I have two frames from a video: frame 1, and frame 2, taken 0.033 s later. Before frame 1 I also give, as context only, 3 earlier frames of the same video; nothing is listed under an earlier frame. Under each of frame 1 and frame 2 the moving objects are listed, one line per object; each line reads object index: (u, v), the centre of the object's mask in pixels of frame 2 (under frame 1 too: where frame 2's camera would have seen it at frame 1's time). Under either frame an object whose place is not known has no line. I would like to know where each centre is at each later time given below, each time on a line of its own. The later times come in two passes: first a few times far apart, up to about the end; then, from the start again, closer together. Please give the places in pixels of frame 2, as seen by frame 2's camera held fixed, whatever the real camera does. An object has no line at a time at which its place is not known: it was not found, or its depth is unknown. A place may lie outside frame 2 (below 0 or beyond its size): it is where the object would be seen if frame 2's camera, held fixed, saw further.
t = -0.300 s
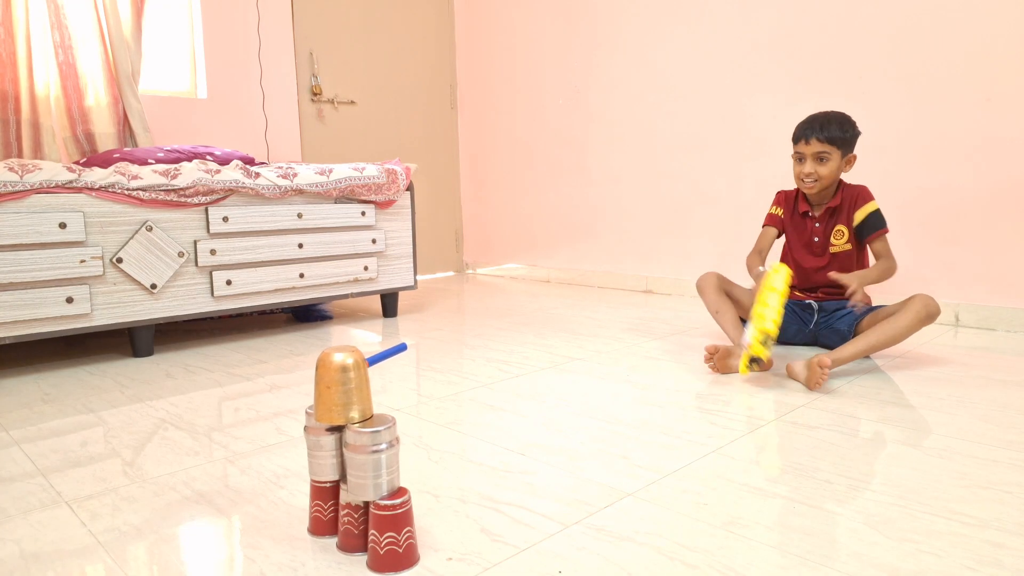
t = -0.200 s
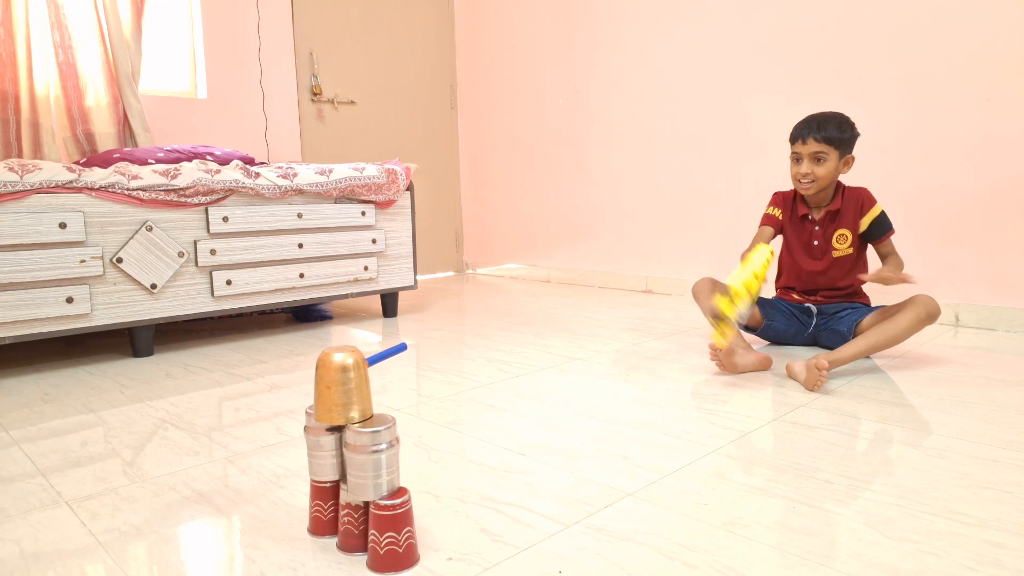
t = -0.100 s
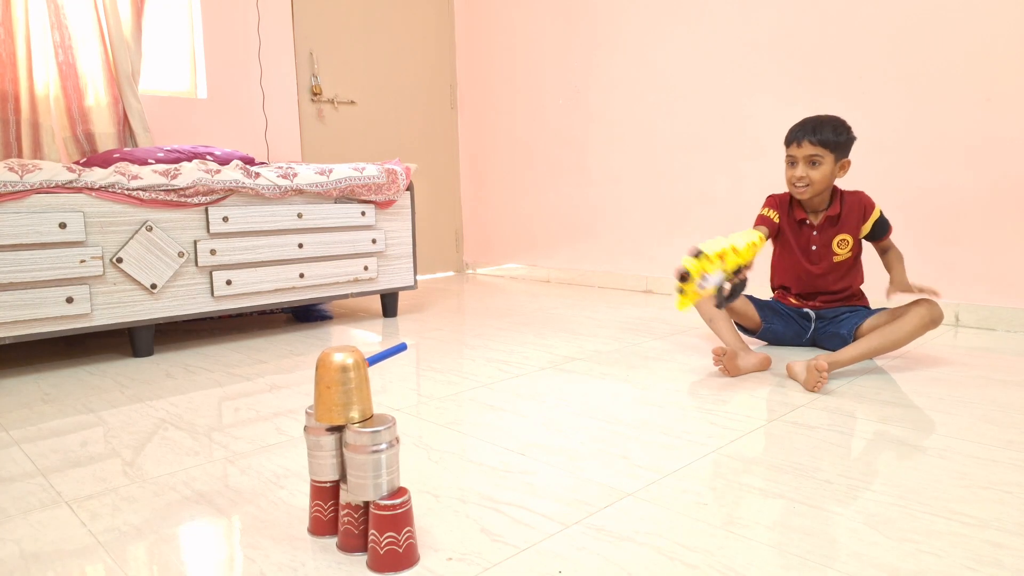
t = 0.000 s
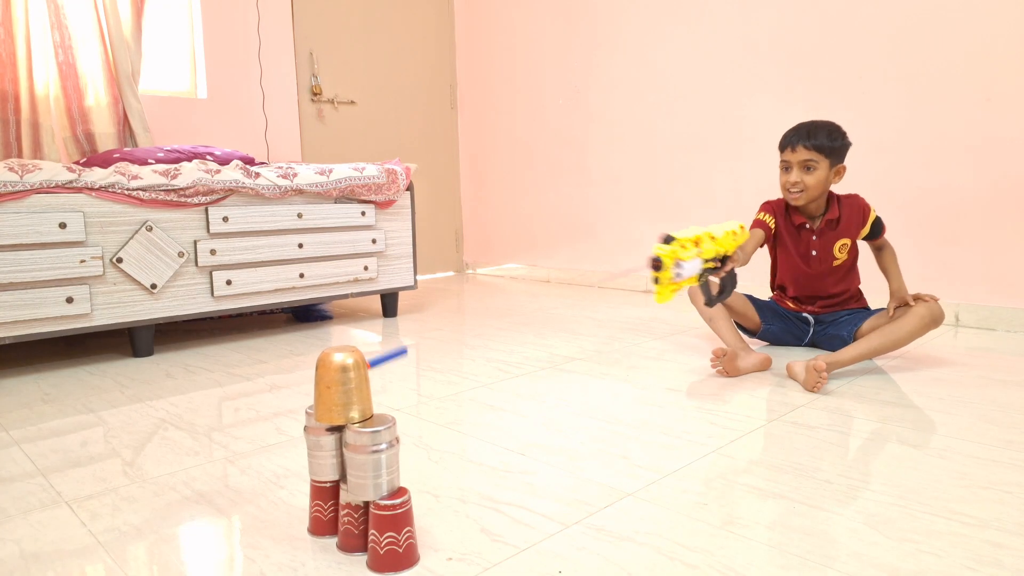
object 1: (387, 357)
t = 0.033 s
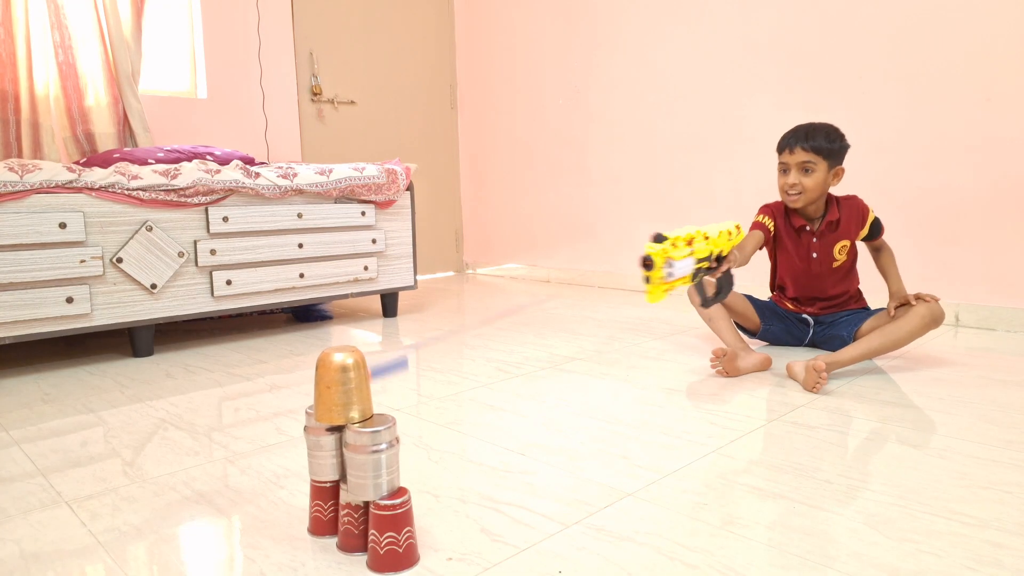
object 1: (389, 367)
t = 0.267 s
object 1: (431, 502)
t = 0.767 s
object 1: (450, 505)
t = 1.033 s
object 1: (444, 510)
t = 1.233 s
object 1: (436, 518)
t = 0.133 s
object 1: (408, 429)
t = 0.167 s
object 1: (409, 458)
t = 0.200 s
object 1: (417, 487)
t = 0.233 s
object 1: (428, 506)
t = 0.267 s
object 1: (431, 502)
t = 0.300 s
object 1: (436, 499)
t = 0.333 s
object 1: (446, 504)
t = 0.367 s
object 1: (451, 512)
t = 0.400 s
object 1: (450, 509)
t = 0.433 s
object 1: (447, 508)
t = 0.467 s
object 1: (446, 509)
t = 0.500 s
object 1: (445, 502)
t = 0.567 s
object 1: (447, 506)
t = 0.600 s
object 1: (448, 506)
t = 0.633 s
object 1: (448, 506)
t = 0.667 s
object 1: (448, 506)
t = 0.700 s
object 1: (449, 505)
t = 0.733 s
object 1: (449, 505)
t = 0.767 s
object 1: (450, 505)
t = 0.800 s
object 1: (450, 505)
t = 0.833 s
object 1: (449, 505)
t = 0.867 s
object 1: (449, 505)
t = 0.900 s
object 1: (448, 506)
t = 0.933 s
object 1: (447, 507)
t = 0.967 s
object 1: (447, 508)
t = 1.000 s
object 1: (445, 508)
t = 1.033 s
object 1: (444, 510)
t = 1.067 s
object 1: (443, 511)
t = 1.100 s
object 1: (441, 512)
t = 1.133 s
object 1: (440, 513)
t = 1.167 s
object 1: (438, 515)
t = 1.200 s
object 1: (437, 516)
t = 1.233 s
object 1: (436, 518)
